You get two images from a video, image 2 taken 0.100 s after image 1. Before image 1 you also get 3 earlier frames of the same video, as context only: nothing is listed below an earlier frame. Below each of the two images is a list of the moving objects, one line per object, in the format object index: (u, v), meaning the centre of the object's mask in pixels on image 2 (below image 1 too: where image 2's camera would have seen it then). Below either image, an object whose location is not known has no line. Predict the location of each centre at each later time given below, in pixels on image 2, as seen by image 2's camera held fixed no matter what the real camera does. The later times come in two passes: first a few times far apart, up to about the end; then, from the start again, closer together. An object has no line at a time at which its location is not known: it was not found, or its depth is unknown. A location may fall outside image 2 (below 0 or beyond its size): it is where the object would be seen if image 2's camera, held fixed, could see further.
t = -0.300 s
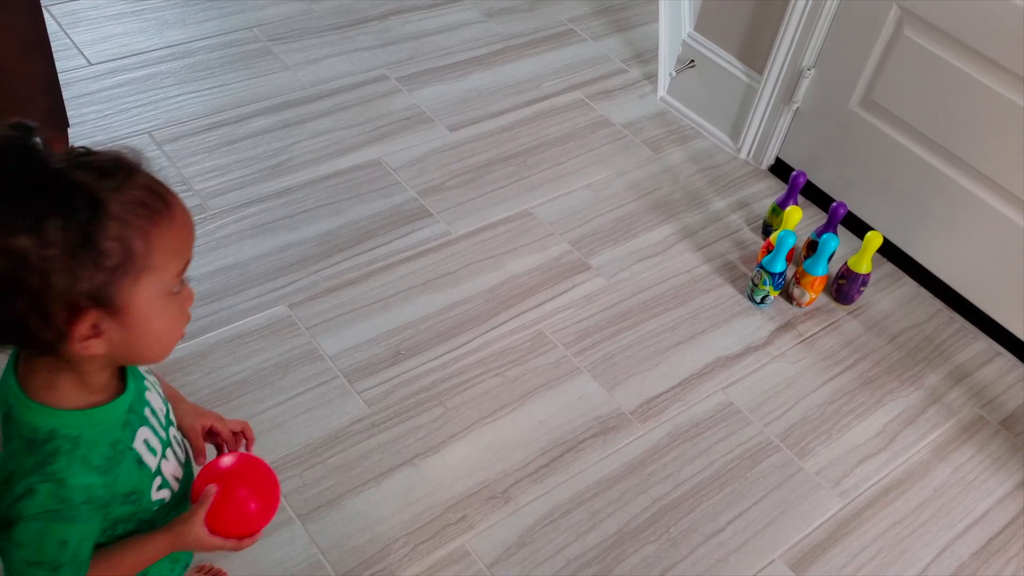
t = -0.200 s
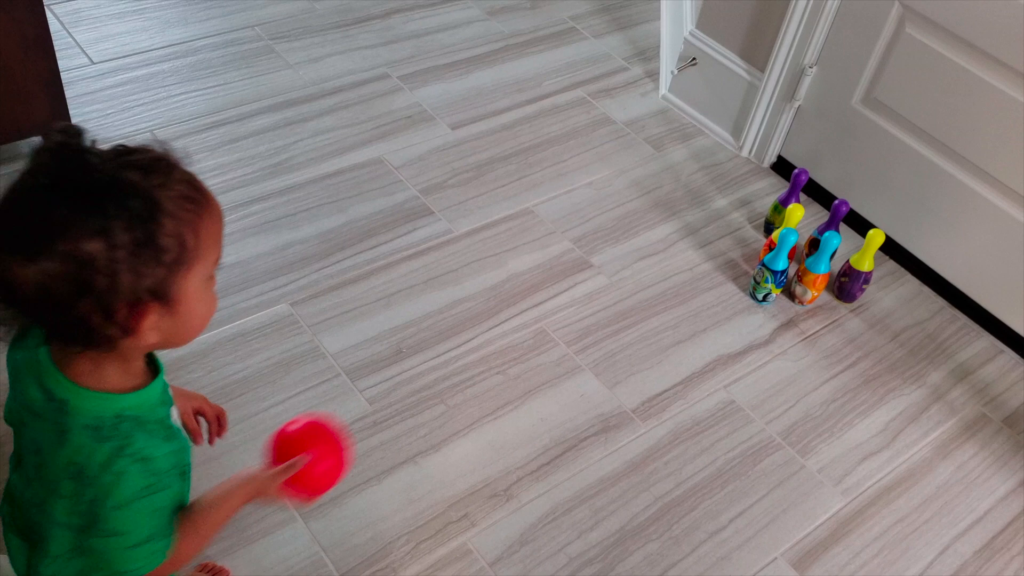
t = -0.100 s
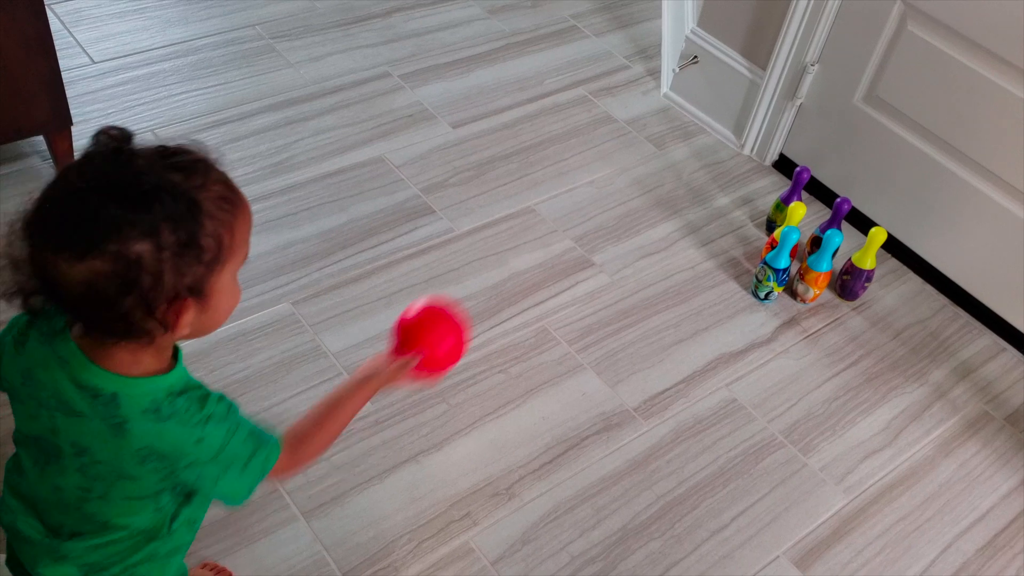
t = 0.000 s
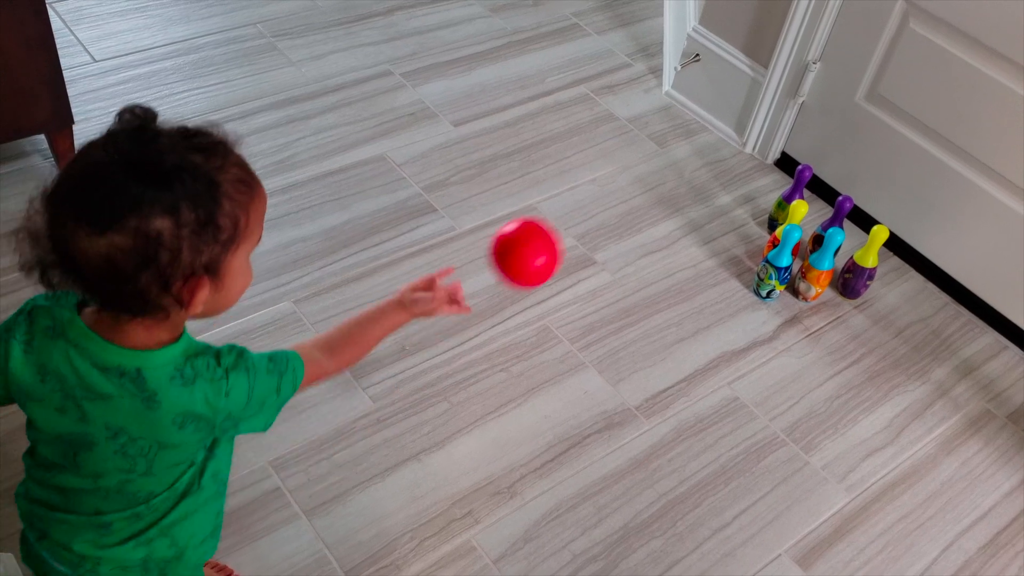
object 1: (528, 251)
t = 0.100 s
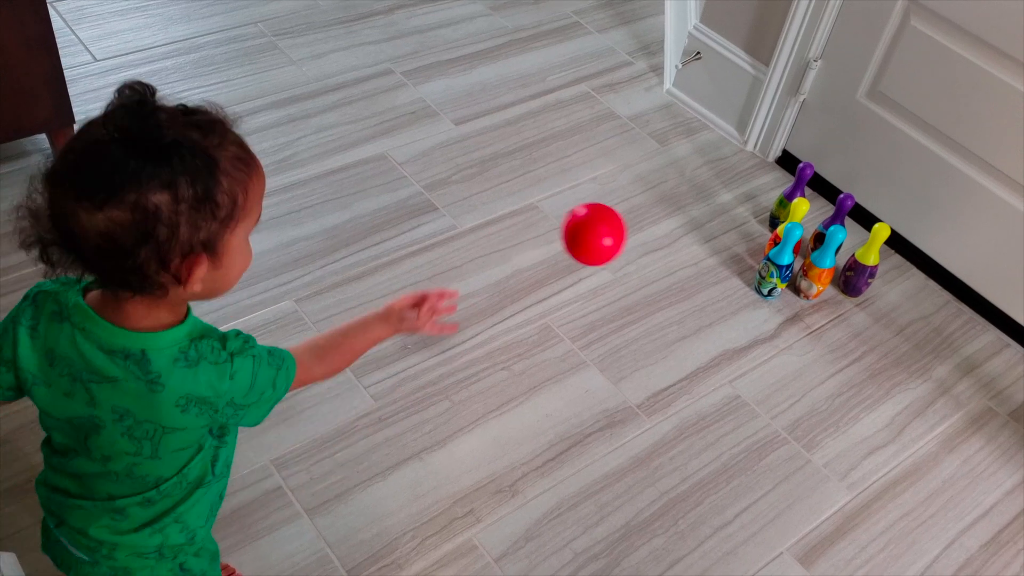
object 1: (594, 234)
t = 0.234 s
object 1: (641, 284)
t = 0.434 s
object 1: (714, 246)
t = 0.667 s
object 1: (781, 189)
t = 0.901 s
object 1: (781, 196)
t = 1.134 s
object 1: (788, 192)
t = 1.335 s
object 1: (743, 214)
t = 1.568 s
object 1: (712, 205)
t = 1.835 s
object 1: (673, 205)
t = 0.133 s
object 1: (610, 240)
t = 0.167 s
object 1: (623, 251)
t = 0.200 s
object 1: (633, 266)
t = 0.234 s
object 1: (641, 284)
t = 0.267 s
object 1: (648, 305)
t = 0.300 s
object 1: (652, 327)
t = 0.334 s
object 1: (660, 333)
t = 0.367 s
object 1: (679, 301)
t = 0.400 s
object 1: (697, 272)
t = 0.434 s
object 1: (714, 246)
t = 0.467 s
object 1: (728, 226)
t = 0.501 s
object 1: (741, 209)
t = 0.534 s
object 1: (753, 195)
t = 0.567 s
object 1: (763, 186)
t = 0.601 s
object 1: (772, 182)
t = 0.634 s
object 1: (778, 183)
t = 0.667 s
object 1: (781, 189)
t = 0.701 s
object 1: (782, 198)
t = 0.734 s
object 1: (777, 206)
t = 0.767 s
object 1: (770, 217)
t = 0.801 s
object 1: (762, 230)
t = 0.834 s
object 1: (759, 234)
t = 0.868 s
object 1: (771, 213)
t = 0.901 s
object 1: (781, 196)
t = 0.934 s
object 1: (788, 183)
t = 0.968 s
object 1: (792, 174)
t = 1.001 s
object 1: (795, 170)
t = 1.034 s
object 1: (795, 170)
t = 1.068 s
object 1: (795, 173)
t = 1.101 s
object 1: (792, 180)
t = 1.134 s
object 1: (788, 192)
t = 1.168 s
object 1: (783, 196)
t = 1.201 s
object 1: (777, 196)
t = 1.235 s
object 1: (769, 199)
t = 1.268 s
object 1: (759, 206)
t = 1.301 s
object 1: (748, 216)
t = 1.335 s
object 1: (743, 214)
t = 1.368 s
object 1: (741, 208)
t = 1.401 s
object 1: (737, 205)
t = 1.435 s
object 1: (732, 205)
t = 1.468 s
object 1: (725, 209)
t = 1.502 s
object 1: (718, 217)
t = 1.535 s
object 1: (716, 209)
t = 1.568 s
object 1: (712, 205)
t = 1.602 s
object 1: (708, 204)
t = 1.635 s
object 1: (702, 206)
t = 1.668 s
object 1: (695, 212)
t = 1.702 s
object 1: (693, 206)
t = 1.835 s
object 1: (673, 205)
